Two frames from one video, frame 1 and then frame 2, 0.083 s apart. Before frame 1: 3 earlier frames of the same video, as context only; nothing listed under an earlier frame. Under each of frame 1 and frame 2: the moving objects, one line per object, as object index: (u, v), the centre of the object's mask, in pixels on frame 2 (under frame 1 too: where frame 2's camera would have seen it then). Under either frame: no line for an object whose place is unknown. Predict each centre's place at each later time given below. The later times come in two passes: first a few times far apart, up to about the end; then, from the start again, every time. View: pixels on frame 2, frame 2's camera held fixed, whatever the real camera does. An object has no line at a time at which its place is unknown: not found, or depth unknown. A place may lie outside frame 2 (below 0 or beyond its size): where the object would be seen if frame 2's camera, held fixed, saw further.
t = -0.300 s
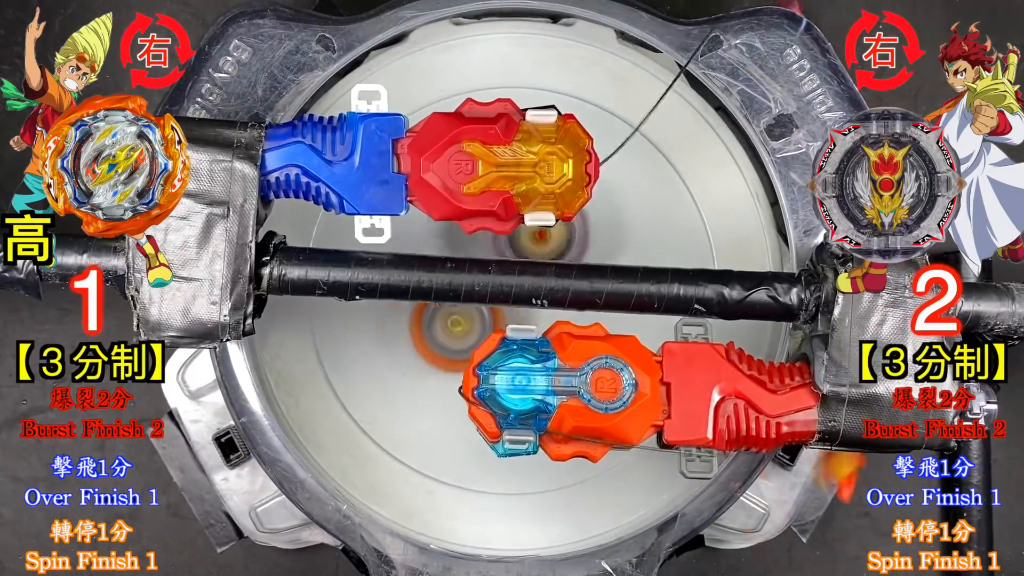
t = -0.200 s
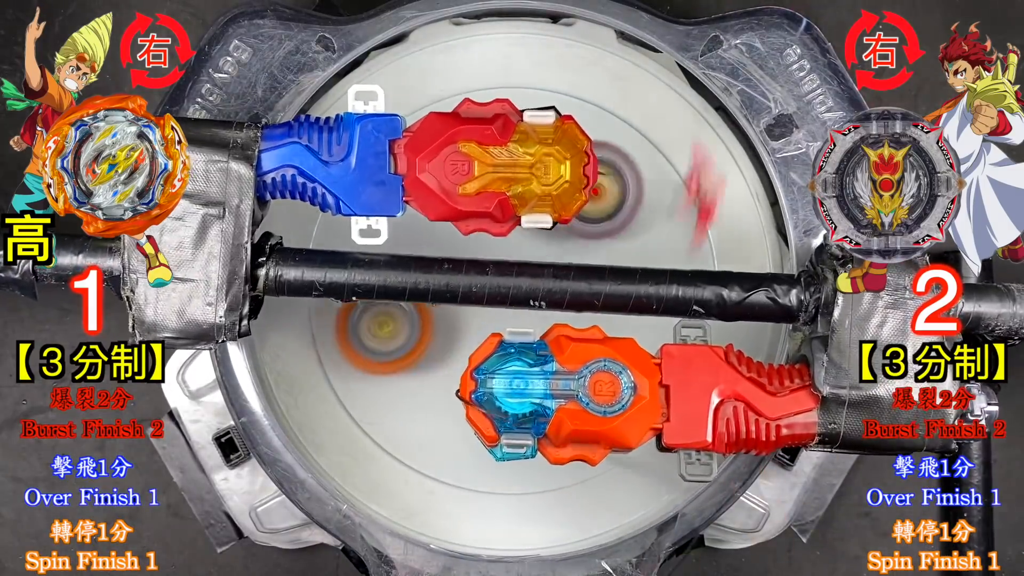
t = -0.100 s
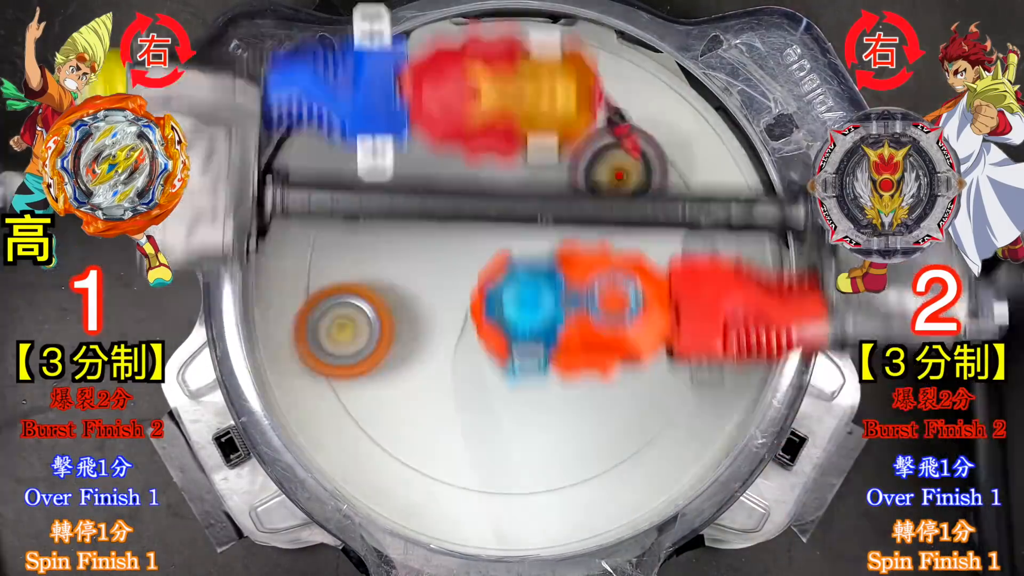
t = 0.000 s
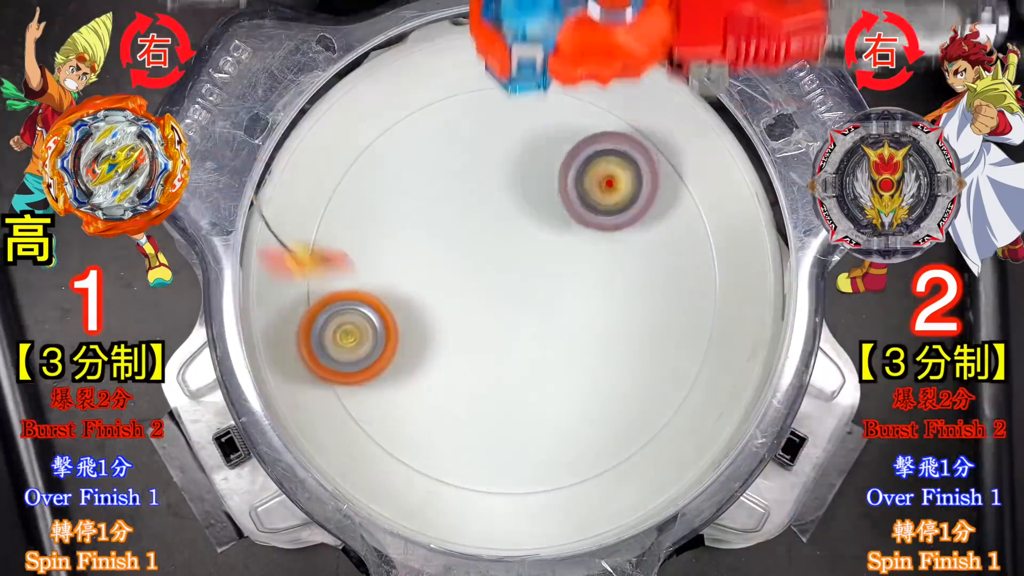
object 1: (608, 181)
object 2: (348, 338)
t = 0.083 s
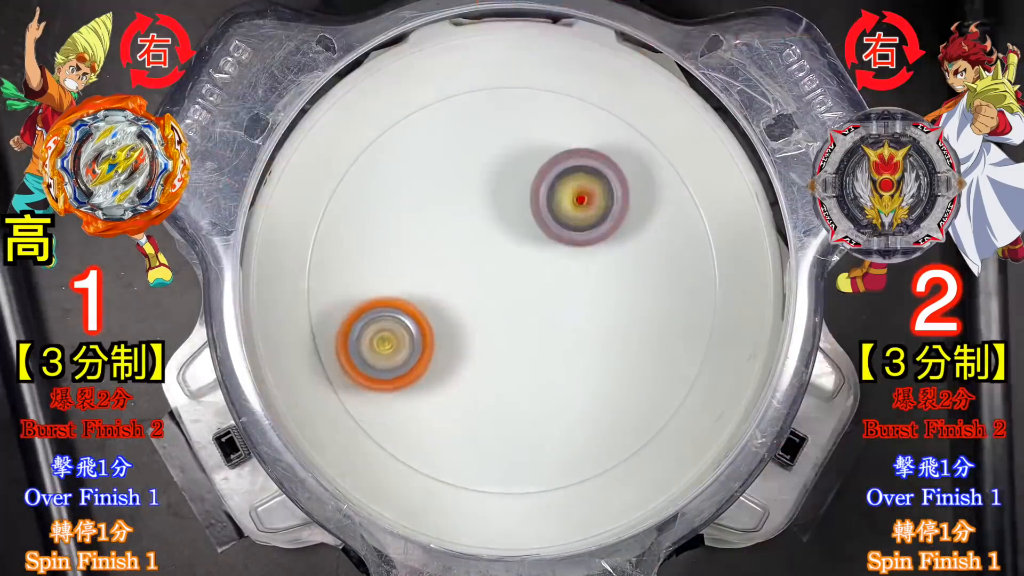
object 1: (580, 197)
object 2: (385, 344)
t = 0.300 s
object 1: (541, 208)
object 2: (495, 396)
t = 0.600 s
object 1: (590, 105)
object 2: (518, 392)
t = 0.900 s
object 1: (573, 108)
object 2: (351, 451)
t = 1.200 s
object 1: (550, 183)
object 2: (526, 486)
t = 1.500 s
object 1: (561, 184)
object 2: (579, 402)
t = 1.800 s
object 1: (501, 109)
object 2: (488, 418)
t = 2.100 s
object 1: (562, 258)
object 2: (442, 391)
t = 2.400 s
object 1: (687, 243)
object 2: (472, 385)
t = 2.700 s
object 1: (640, 141)
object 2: (423, 316)
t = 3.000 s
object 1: (572, 143)
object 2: (479, 356)
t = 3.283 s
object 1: (484, 393)
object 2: (678, 207)
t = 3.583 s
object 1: (570, 431)
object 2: (373, 198)
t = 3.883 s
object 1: (632, 218)
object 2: (467, 416)
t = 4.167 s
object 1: (467, 253)
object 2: (694, 284)
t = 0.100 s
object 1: (573, 201)
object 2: (395, 345)
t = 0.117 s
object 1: (567, 206)
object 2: (406, 347)
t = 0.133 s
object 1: (561, 210)
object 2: (417, 348)
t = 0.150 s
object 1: (554, 216)
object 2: (428, 349)
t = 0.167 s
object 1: (548, 221)
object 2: (440, 349)
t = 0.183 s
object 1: (542, 226)
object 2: (451, 349)
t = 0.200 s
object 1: (536, 231)
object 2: (463, 349)
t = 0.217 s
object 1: (530, 237)
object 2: (474, 349)
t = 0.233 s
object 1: (525, 242)
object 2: (486, 347)
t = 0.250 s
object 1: (520, 247)
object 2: (496, 346)
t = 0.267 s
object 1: (525, 238)
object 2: (498, 359)
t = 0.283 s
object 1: (532, 222)
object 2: (497, 378)
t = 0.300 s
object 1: (541, 208)
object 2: (495, 396)
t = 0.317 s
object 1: (549, 193)
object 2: (493, 412)
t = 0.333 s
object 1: (558, 180)
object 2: (491, 427)
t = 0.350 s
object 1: (567, 166)
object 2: (489, 441)
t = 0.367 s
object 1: (575, 153)
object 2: (488, 453)
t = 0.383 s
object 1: (583, 141)
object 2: (488, 463)
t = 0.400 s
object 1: (590, 128)
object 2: (487, 472)
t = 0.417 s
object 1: (596, 117)
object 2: (487, 478)
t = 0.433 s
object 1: (600, 108)
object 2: (489, 480)
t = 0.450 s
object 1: (600, 104)
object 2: (491, 479)
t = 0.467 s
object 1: (601, 100)
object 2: (494, 475)
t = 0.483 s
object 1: (601, 98)
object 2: (497, 469)
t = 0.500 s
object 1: (600, 97)
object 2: (499, 463)
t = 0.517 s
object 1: (600, 95)
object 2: (501, 454)
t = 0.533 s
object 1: (599, 95)
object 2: (504, 445)
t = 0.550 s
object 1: (597, 97)
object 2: (507, 434)
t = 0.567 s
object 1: (596, 98)
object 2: (511, 421)
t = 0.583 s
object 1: (594, 102)
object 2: (514, 408)
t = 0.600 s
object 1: (590, 105)
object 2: (518, 392)
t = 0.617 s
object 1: (586, 110)
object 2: (522, 374)
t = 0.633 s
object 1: (581, 117)
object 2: (523, 356)
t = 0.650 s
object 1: (576, 124)
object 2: (524, 339)
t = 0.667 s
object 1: (570, 132)
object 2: (525, 322)
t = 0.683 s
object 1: (563, 141)
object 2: (525, 303)
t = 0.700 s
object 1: (557, 150)
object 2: (524, 286)
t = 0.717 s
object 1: (550, 160)
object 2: (525, 269)
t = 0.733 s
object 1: (551, 157)
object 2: (515, 267)
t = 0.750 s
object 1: (563, 128)
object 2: (492, 289)
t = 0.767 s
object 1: (574, 102)
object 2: (472, 312)
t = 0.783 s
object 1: (583, 82)
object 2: (451, 333)
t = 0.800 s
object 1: (589, 67)
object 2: (431, 355)
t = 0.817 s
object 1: (589, 67)
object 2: (413, 374)
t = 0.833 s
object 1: (588, 72)
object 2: (394, 393)
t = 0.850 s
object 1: (586, 78)
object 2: (378, 413)
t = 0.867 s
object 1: (582, 87)
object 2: (365, 430)
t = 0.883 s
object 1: (578, 97)
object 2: (357, 443)
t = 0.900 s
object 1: (573, 108)
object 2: (351, 451)
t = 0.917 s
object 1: (567, 119)
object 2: (357, 455)
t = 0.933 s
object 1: (562, 131)
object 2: (366, 455)
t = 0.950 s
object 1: (556, 144)
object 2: (376, 452)
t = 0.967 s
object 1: (551, 157)
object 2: (389, 446)
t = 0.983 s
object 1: (544, 170)
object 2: (401, 440)
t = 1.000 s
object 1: (538, 184)
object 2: (416, 434)
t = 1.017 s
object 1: (532, 199)
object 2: (430, 425)
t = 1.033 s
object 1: (526, 215)
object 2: (443, 417)
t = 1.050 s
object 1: (522, 229)
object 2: (458, 408)
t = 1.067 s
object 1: (517, 244)
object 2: (474, 396)
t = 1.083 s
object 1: (512, 259)
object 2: (487, 386)
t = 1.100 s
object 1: (508, 274)
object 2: (502, 374)
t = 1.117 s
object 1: (513, 263)
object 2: (507, 392)
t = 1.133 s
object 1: (519, 245)
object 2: (511, 416)
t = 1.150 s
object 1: (526, 229)
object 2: (515, 436)
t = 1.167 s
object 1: (535, 213)
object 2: (518, 457)
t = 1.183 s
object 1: (543, 196)
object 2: (523, 475)
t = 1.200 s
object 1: (550, 183)
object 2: (526, 486)
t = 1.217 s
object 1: (559, 170)
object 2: (530, 495)
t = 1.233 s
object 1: (569, 158)
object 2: (536, 501)
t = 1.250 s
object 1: (576, 146)
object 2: (538, 506)
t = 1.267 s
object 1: (583, 137)
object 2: (543, 508)
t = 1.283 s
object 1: (591, 128)
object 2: (547, 508)
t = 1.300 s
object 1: (598, 119)
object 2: (550, 509)
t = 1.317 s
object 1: (601, 114)
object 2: (554, 508)
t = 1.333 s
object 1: (602, 113)
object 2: (557, 505)
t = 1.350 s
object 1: (603, 115)
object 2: (560, 503)
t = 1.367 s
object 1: (601, 118)
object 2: (564, 497)
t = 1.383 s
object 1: (596, 124)
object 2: (567, 490)
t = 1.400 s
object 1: (591, 133)
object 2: (570, 483)
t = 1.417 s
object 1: (588, 141)
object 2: (571, 471)
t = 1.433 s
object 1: (583, 148)
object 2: (573, 460)
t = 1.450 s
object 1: (576, 157)
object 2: (577, 446)
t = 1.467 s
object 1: (572, 167)
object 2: (577, 432)
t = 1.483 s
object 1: (567, 175)
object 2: (580, 418)
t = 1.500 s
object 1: (561, 184)
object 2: (579, 402)
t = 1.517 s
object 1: (556, 195)
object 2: (578, 386)
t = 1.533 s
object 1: (553, 206)
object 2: (578, 369)
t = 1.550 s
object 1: (549, 215)
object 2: (575, 354)
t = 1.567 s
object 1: (544, 226)
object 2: (572, 339)
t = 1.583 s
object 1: (541, 232)
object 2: (566, 328)
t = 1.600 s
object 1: (537, 216)
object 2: (562, 341)
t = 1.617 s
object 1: (533, 201)
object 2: (557, 351)
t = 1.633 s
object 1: (528, 187)
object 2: (551, 363)
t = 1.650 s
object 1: (526, 174)
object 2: (546, 372)
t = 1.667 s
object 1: (522, 160)
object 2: (538, 382)
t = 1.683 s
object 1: (519, 149)
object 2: (533, 390)
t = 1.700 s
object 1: (518, 138)
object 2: (524, 399)
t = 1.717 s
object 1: (514, 128)
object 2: (519, 405)
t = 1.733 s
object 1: (511, 122)
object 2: (510, 410)
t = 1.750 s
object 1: (509, 115)
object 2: (505, 415)
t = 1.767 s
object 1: (505, 111)
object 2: (498, 417)
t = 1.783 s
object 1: (503, 110)
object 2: (494, 419)
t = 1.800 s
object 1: (501, 109)
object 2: (488, 418)
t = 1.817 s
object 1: (497, 112)
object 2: (485, 418)
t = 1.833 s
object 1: (496, 116)
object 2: (480, 414)
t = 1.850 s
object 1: (493, 120)
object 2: (478, 412)
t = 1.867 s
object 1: (491, 129)
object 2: (476, 406)
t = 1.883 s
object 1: (490, 138)
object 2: (474, 402)
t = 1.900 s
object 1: (488, 149)
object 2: (473, 394)
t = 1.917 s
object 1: (488, 162)
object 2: (473, 390)
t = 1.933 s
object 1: (488, 175)
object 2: (473, 381)
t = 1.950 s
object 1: (488, 190)
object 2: (474, 375)
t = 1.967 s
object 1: (491, 206)
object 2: (475, 366)
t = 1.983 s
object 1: (493, 220)
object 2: (476, 361)
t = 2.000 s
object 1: (495, 238)
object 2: (477, 352)
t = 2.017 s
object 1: (501, 252)
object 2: (477, 348)
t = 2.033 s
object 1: (511, 253)
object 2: (469, 356)
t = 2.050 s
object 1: (525, 254)
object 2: (462, 366)
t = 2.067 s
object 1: (536, 254)
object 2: (454, 374)
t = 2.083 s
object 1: (549, 258)
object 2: (449, 384)
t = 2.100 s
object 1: (562, 258)
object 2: (442, 391)
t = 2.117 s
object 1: (573, 260)
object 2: (439, 399)
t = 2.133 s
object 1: (587, 260)
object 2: (433, 404)
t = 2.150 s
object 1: (597, 262)
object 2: (432, 409)
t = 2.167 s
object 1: (610, 263)
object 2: (427, 413)
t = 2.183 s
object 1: (621, 263)
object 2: (427, 415)
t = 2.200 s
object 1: (632, 264)
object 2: (425, 418)
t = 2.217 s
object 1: (642, 263)
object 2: (425, 417)
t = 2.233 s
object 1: (650, 264)
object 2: (425, 419)
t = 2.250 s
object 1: (659, 262)
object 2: (426, 418)
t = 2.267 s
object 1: (665, 262)
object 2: (429, 418)
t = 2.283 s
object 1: (673, 260)
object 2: (432, 415)
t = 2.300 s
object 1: (677, 259)
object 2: (437, 413)
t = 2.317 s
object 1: (682, 257)
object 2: (441, 410)
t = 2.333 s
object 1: (684, 254)
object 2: (447, 405)
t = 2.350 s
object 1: (687, 252)
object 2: (452, 401)
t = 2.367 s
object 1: (687, 249)
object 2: (459, 395)
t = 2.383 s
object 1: (688, 247)
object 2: (465, 392)
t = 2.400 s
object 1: (687, 243)
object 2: (472, 385)
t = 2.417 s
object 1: (685, 241)
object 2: (480, 380)
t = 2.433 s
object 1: (682, 237)
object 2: (486, 372)
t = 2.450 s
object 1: (678, 235)
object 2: (495, 365)
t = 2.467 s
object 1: (673, 231)
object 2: (499, 357)
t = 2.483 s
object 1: (666, 228)
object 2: (506, 348)
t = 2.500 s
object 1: (661, 225)
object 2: (510, 342)
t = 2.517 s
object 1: (652, 223)
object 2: (514, 333)
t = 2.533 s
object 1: (645, 219)
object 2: (519, 326)
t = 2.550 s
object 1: (635, 217)
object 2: (522, 316)
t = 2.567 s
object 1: (627, 215)
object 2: (527, 307)
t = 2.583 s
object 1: (616, 213)
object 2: (527, 298)
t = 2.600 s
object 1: (608, 212)
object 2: (529, 289)
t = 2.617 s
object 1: (596, 210)
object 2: (530, 282)
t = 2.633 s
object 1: (601, 200)
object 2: (515, 284)
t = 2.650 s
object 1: (611, 182)
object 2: (492, 292)
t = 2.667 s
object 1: (623, 168)
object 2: (469, 299)
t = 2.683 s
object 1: (631, 153)
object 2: (446, 308)
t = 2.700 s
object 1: (640, 141)
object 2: (423, 316)
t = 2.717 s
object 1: (641, 131)
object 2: (402, 323)
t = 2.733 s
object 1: (643, 124)
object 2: (381, 332)
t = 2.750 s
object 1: (642, 117)
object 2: (360, 340)
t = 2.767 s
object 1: (643, 112)
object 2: (344, 348)
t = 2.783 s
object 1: (641, 107)
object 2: (326, 357)
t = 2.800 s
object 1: (641, 104)
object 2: (309, 364)
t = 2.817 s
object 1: (637, 101)
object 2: (302, 372)
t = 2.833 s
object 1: (635, 100)
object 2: (299, 376)
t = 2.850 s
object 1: (631, 99)
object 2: (307, 377)
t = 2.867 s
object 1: (627, 100)
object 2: (322, 378)
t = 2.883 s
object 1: (621, 101)
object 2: (338, 378)
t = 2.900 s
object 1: (617, 103)
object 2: (356, 377)
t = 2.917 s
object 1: (610, 108)
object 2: (377, 373)
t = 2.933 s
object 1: (605, 111)
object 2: (397, 372)
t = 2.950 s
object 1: (596, 119)
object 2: (417, 369)
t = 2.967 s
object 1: (589, 125)
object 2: (438, 364)
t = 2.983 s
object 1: (580, 135)
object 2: (459, 361)
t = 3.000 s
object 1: (572, 143)
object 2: (479, 356)
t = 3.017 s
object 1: (562, 155)
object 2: (498, 349)
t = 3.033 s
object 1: (553, 165)
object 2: (521, 345)
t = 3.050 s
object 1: (545, 179)
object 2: (538, 339)
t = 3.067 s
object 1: (536, 191)
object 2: (557, 332)
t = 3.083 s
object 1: (529, 207)
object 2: (577, 324)
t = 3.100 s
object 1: (521, 220)
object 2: (593, 317)
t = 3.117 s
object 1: (515, 237)
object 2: (609, 308)
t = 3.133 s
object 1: (508, 252)
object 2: (624, 299)
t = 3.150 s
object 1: (504, 267)
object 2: (638, 289)
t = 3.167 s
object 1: (497, 283)
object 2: (649, 278)
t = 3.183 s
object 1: (494, 299)
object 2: (660, 267)
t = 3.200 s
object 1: (489, 315)
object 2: (671, 255)
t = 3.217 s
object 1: (487, 331)
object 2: (679, 246)
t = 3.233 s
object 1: (485, 347)
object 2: (683, 234)
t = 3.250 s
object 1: (485, 362)
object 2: (682, 224)
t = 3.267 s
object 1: (484, 379)
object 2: (683, 214)
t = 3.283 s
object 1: (484, 393)
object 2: (678, 207)
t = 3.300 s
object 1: (486, 409)
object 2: (673, 199)
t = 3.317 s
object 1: (486, 422)
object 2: (665, 192)
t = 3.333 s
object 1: (490, 434)
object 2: (658, 185)
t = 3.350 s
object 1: (491, 446)
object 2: (645, 183)
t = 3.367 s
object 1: (495, 456)
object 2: (632, 178)
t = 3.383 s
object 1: (498, 465)
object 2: (616, 176)
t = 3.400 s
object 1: (503, 472)
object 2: (602, 173)
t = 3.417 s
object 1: (507, 481)
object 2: (585, 173)
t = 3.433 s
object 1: (512, 486)
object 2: (566, 172)
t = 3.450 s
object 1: (519, 486)
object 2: (546, 172)
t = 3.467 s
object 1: (523, 484)
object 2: (526, 171)
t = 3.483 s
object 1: (531, 478)
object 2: (508, 173)
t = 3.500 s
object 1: (536, 474)
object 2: (484, 175)
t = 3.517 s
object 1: (543, 466)
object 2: (463, 177)
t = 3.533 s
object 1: (550, 460)
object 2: (439, 181)
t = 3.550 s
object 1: (556, 450)
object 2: (418, 185)
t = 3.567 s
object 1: (564, 440)
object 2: (395, 191)
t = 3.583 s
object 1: (570, 431)
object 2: (373, 198)
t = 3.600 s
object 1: (577, 418)
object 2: (350, 206)
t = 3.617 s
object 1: (585, 407)
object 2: (328, 214)
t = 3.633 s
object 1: (590, 394)
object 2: (313, 227)
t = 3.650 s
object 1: (597, 380)
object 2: (297, 241)
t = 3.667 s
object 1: (603, 368)
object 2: (286, 255)
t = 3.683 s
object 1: (608, 354)
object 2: (279, 271)
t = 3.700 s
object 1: (615, 342)
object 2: (281, 284)
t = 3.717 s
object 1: (619, 329)
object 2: (292, 299)
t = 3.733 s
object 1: (624, 316)
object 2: (304, 314)
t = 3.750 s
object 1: (629, 305)
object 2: (319, 329)
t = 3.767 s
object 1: (631, 291)
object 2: (334, 344)
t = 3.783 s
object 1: (636, 279)
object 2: (351, 356)
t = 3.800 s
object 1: (637, 268)
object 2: (369, 368)
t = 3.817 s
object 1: (638, 255)
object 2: (389, 381)
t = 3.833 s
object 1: (639, 245)
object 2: (408, 393)
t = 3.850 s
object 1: (637, 235)
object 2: (427, 402)
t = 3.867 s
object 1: (635, 224)
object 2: (447, 410)
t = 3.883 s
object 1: (632, 218)
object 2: (467, 416)
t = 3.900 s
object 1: (626, 209)
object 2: (486, 420)
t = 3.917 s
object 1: (621, 203)
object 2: (507, 423)
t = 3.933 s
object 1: (613, 199)
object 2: (528, 424)
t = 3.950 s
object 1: (606, 195)
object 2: (547, 424)
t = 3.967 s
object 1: (598, 193)
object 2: (565, 423)
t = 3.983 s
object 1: (586, 193)
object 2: (583, 418)
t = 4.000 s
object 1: (576, 192)
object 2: (600, 413)
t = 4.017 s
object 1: (565, 195)
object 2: (615, 405)
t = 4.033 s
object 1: (553, 197)
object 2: (631, 396)
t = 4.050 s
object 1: (543, 200)
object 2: (645, 386)
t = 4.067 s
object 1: (531, 206)
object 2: (657, 376)
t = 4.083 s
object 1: (519, 210)
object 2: (667, 363)
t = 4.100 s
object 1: (509, 217)
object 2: (676, 349)
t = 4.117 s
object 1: (497, 226)
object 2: (683, 335)
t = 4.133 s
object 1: (487, 233)
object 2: (688, 320)
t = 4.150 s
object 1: (478, 243)
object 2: (691, 302)
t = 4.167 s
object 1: (467, 253)
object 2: (694, 284)
